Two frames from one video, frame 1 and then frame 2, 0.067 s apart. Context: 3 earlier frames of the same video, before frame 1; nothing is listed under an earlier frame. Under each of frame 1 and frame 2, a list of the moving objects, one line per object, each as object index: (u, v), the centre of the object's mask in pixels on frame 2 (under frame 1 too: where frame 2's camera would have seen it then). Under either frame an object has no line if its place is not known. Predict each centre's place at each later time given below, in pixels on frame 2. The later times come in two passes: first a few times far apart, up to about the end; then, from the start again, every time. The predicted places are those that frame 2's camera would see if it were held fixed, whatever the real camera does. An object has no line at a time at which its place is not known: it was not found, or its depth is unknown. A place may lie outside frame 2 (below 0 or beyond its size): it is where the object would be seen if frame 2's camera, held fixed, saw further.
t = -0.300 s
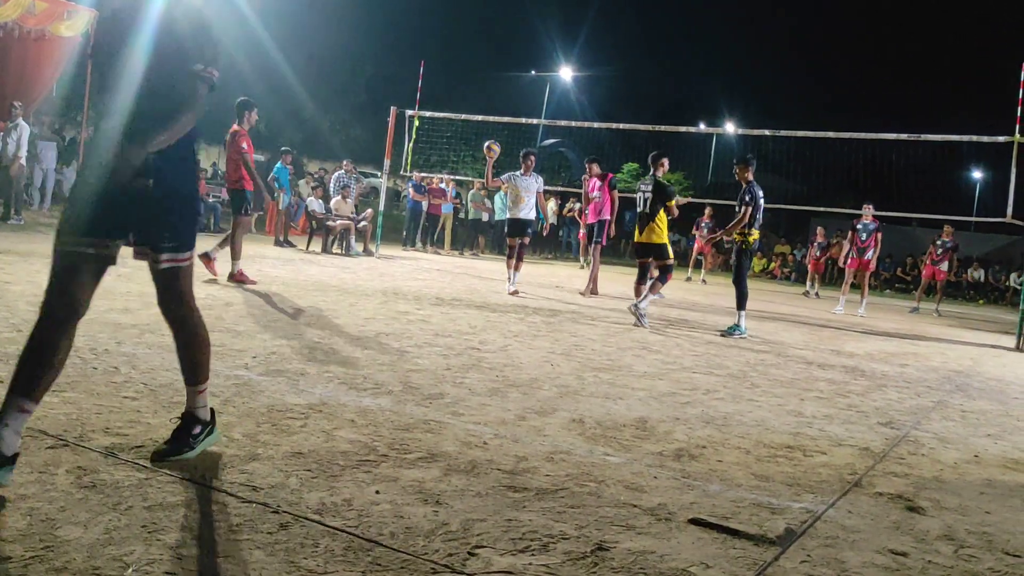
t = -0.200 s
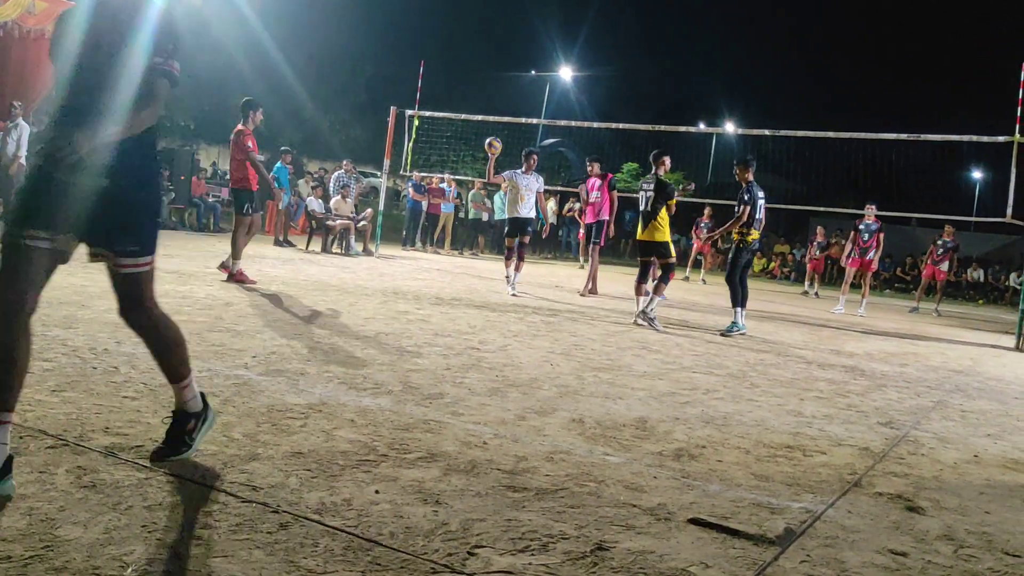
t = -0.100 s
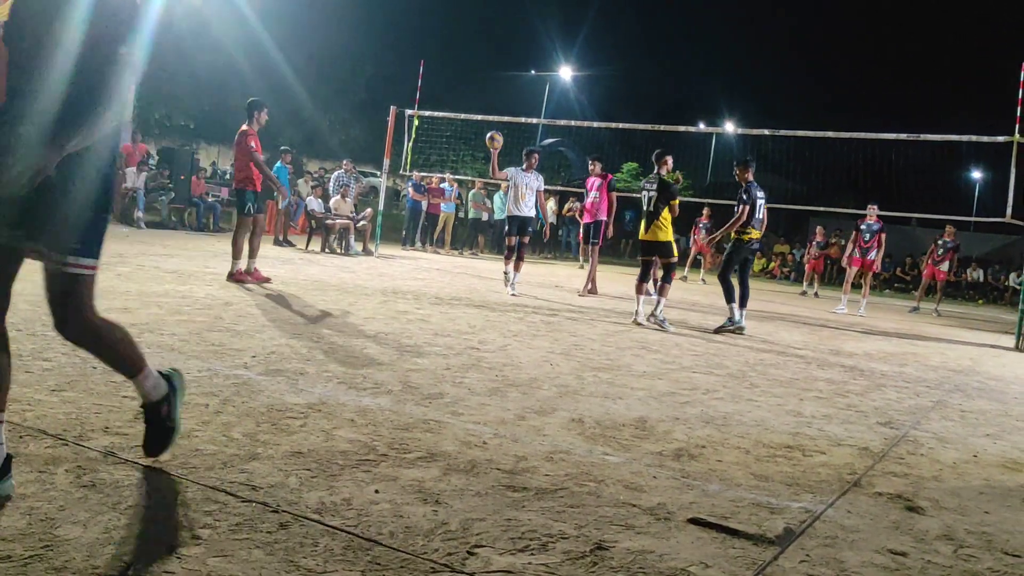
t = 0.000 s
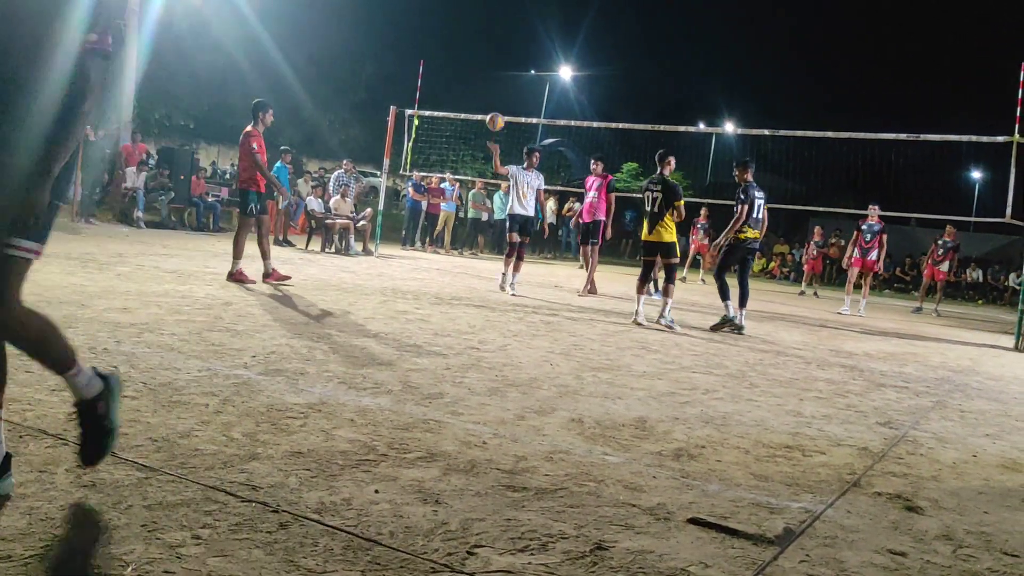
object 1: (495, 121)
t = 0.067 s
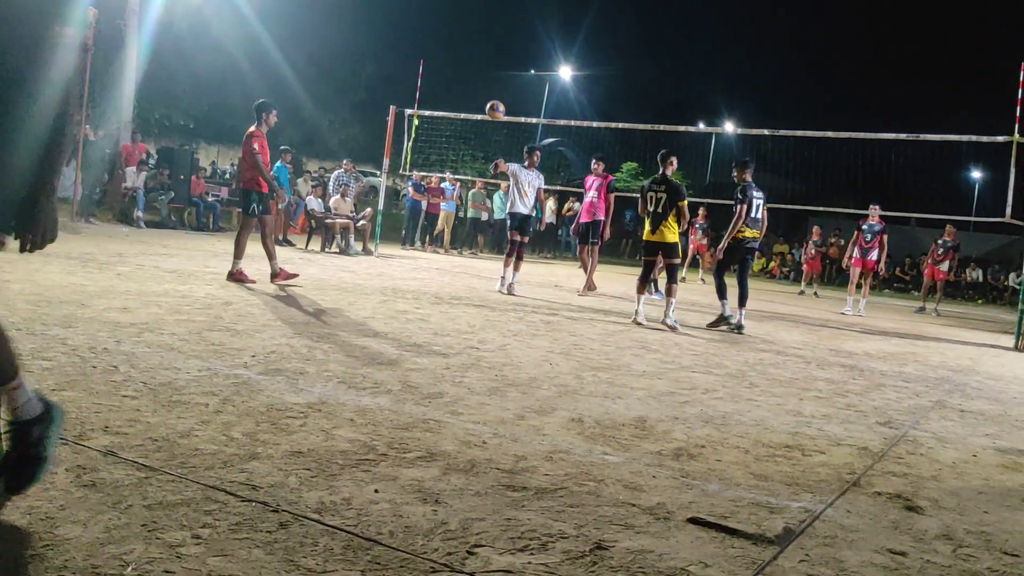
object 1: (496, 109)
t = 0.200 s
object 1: (494, 99)
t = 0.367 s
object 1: (490, 107)
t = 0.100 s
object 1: (495, 106)
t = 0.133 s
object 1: (495, 103)
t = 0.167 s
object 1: (495, 100)
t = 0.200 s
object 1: (494, 99)
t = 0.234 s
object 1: (494, 99)
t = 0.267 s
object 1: (493, 99)
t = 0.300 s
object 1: (492, 101)
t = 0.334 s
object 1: (491, 103)
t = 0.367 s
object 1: (490, 107)
